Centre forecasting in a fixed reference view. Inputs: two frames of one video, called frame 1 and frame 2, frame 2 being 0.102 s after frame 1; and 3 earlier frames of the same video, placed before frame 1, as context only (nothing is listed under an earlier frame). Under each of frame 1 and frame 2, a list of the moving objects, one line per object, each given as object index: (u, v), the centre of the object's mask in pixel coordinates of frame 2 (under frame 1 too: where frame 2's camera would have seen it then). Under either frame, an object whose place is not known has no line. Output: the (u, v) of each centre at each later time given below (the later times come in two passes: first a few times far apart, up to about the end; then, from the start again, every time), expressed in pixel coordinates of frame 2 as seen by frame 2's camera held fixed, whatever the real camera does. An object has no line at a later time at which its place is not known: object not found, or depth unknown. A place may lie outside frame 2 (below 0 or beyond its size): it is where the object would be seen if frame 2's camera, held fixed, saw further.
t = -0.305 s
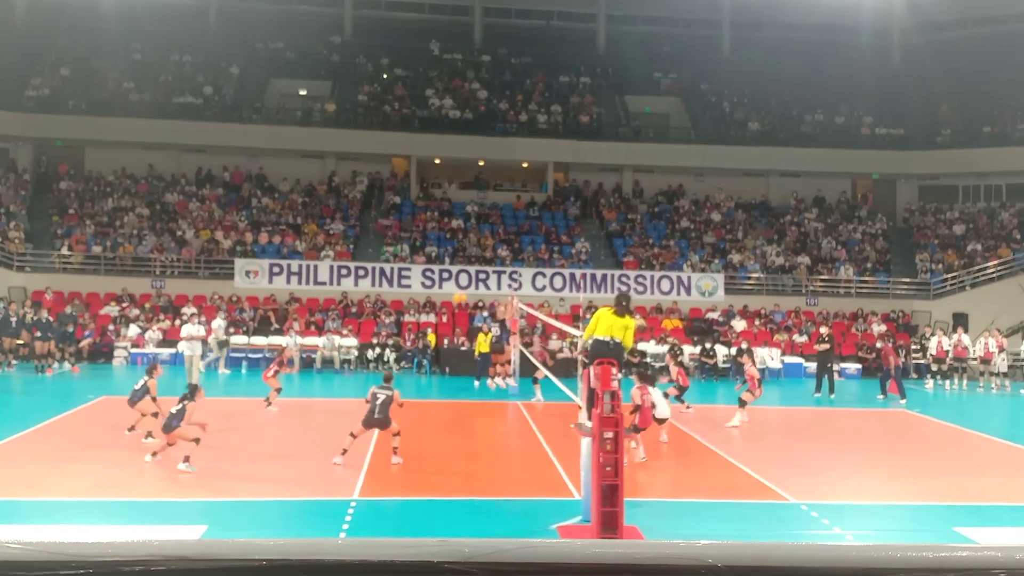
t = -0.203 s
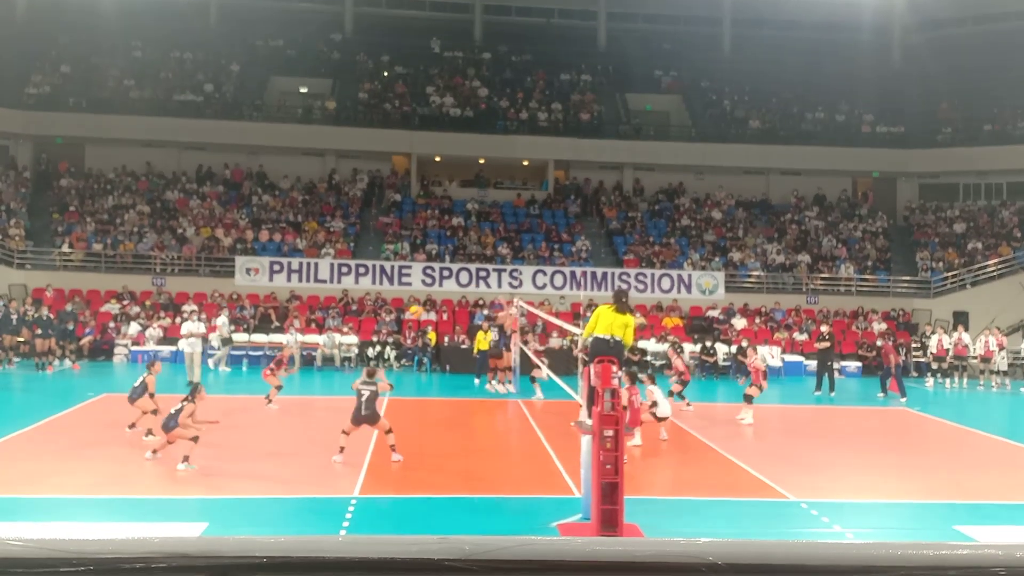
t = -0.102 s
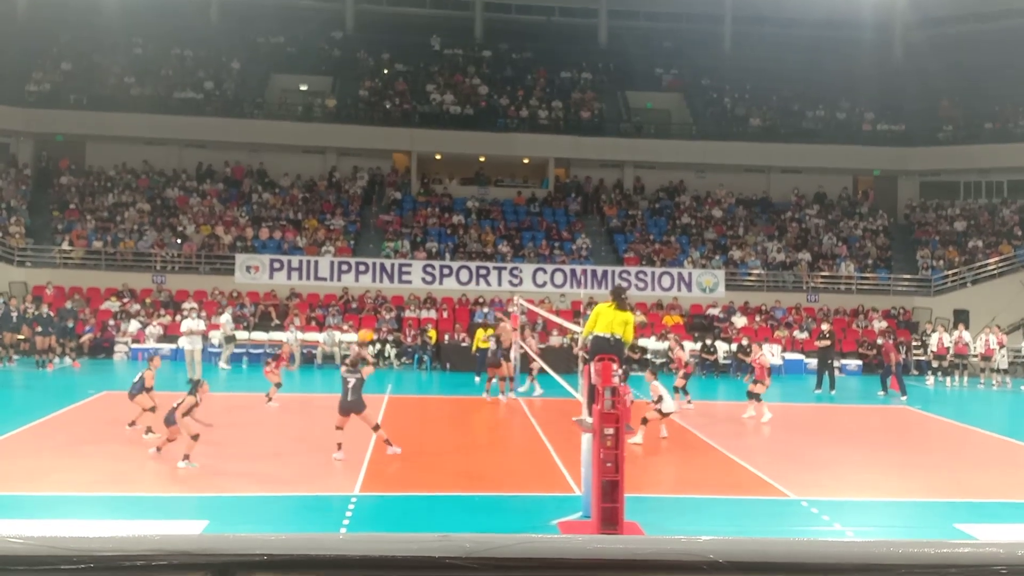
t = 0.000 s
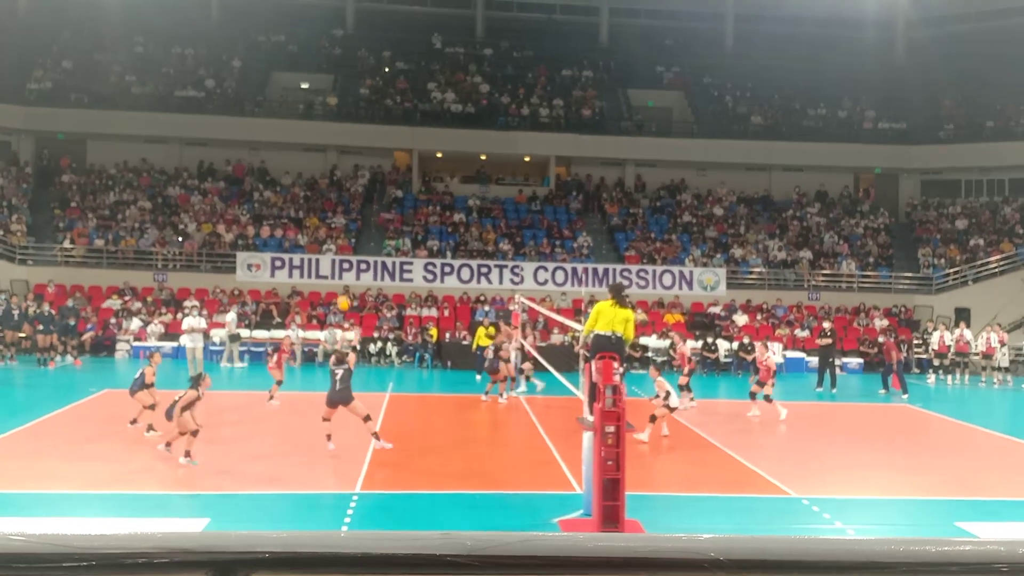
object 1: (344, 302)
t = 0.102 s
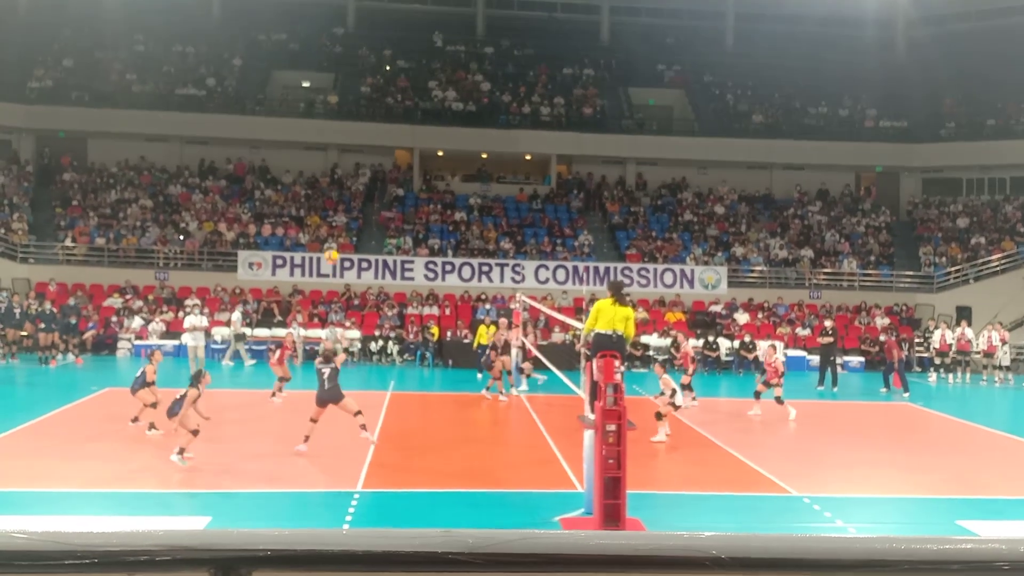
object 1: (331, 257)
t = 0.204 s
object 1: (319, 218)
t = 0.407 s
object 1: (296, 162)
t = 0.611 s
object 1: (273, 131)
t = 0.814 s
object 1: (252, 125)
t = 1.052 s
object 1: (226, 146)
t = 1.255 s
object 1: (203, 190)
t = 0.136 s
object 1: (327, 244)
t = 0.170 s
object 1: (323, 231)
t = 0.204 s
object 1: (319, 218)
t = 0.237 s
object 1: (315, 207)
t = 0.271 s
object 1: (310, 197)
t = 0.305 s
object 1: (307, 187)
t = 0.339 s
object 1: (303, 179)
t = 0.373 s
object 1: (299, 170)
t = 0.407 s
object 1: (296, 162)
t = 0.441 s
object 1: (292, 155)
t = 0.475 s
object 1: (288, 149)
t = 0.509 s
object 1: (284, 144)
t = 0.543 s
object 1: (281, 139)
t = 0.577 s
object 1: (277, 134)
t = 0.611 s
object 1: (273, 131)
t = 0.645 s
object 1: (270, 129)
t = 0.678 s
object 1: (266, 126)
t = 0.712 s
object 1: (262, 124)
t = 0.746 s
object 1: (259, 124)
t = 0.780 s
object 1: (256, 123)
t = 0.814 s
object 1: (252, 125)
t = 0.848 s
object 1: (249, 125)
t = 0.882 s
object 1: (245, 127)
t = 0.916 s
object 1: (241, 129)
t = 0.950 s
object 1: (237, 133)
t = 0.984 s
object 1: (233, 136)
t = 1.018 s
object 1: (229, 141)
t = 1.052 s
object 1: (226, 146)
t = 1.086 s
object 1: (222, 151)
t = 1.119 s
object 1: (219, 158)
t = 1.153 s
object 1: (215, 165)
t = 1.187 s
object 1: (211, 173)
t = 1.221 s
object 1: (207, 181)
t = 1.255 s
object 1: (203, 190)
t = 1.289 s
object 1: (200, 199)
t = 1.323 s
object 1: (197, 210)
